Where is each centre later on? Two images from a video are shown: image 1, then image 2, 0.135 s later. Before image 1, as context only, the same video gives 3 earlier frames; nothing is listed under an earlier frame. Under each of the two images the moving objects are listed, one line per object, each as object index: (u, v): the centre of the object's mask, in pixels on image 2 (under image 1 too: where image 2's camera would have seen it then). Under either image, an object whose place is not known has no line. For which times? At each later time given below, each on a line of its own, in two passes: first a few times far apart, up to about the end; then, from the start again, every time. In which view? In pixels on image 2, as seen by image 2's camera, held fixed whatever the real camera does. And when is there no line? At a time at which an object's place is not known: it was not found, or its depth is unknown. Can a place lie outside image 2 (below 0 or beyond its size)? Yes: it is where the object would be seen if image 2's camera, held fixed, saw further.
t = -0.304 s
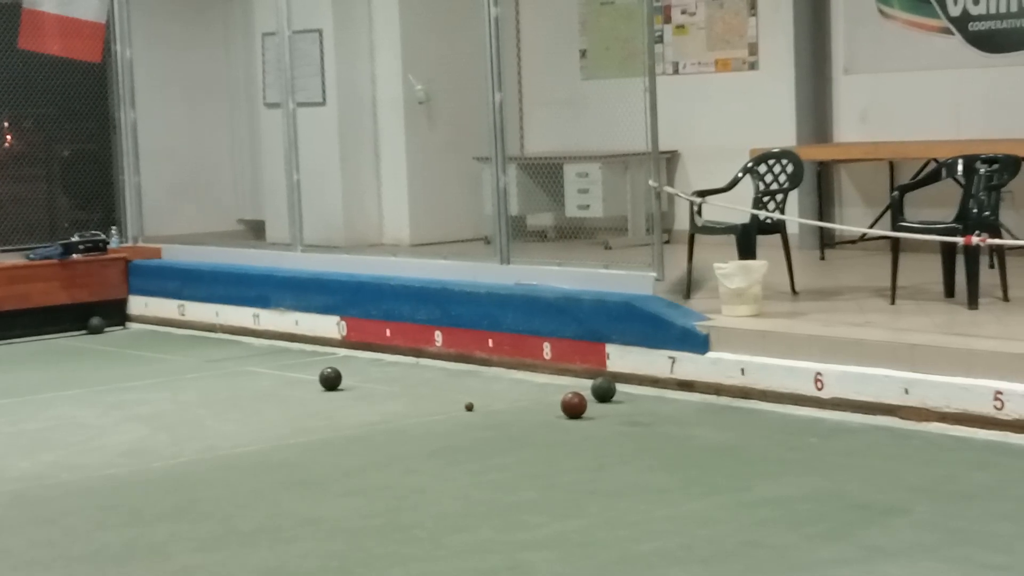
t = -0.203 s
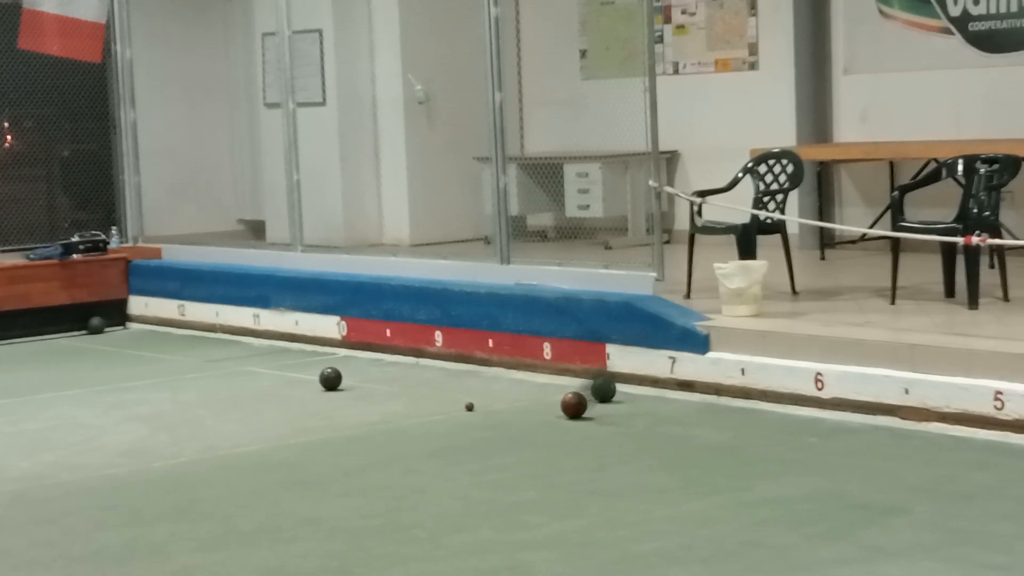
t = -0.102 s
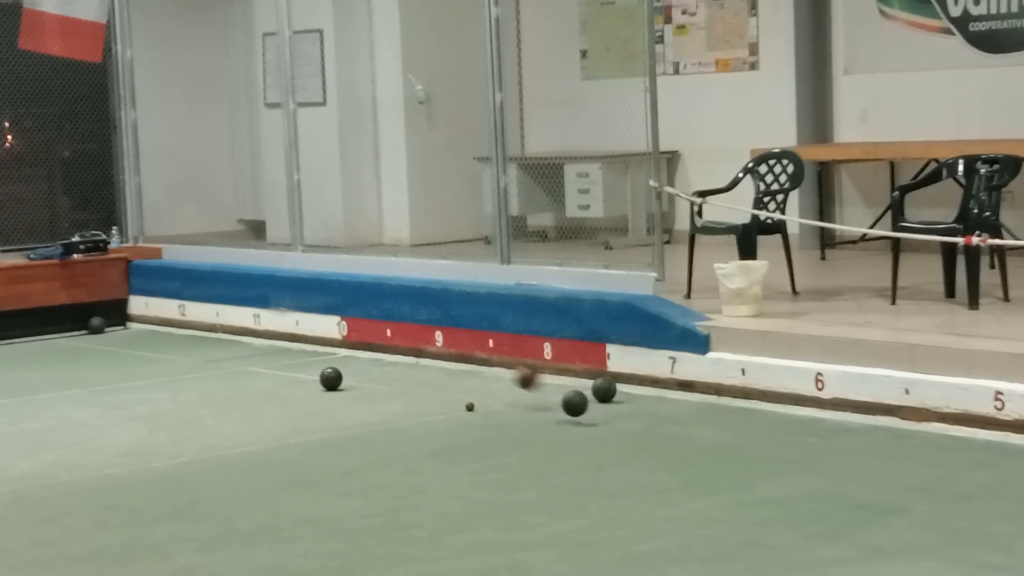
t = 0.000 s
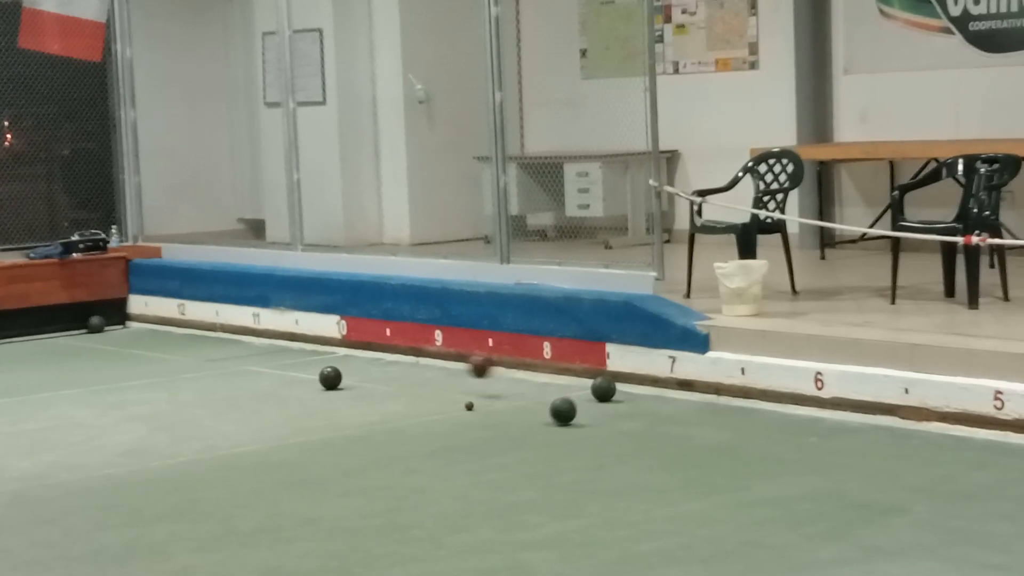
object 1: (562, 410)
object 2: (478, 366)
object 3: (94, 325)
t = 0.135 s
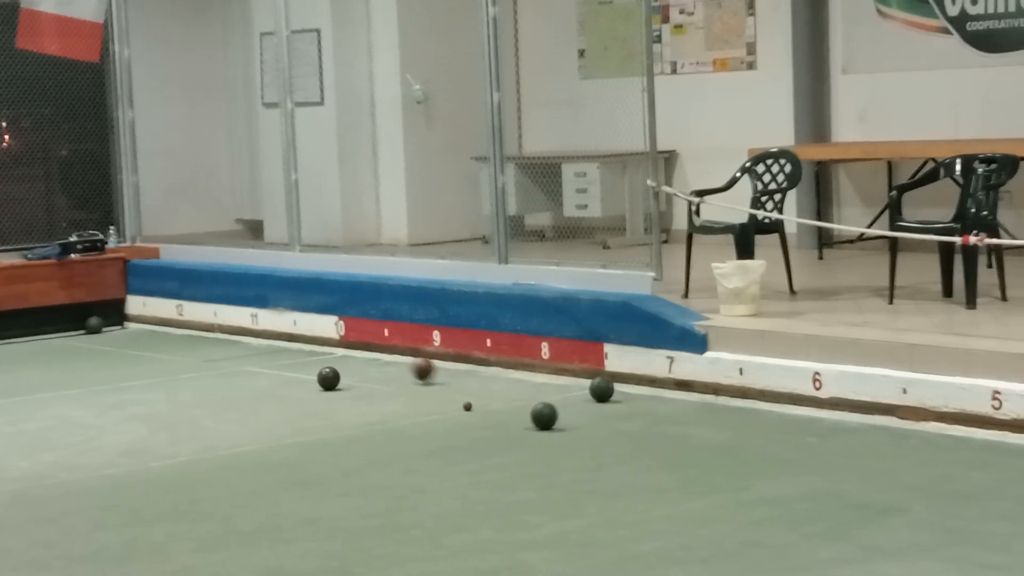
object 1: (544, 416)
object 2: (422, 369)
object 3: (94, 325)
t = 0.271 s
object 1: (527, 420)
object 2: (377, 363)
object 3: (94, 325)
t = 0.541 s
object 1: (494, 426)
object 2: (293, 346)
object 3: (94, 325)
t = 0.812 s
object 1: (461, 434)
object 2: (211, 336)
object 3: (94, 325)
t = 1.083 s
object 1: (427, 441)
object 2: (120, 323)
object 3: (94, 325)
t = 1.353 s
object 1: (393, 448)
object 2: (90, 326)
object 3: (65, 328)
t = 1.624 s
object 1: (359, 455)
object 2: (61, 329)
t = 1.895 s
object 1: (325, 462)
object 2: (30, 332)
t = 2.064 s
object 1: (303, 466)
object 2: (11, 334)
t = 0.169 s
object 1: (540, 417)
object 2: (411, 367)
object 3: (94, 325)
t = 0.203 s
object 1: (536, 418)
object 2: (399, 365)
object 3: (94, 325)
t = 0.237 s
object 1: (532, 419)
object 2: (388, 365)
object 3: (94, 325)
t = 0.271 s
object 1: (527, 420)
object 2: (377, 363)
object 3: (94, 325)
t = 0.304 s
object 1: (523, 420)
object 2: (366, 361)
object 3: (94, 325)
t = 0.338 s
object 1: (519, 421)
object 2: (354, 358)
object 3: (94, 325)
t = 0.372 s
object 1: (515, 422)
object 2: (344, 356)
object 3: (94, 325)
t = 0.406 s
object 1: (511, 422)
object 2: (332, 354)
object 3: (94, 325)
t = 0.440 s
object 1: (506, 423)
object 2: (322, 352)
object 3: (94, 325)
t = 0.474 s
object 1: (502, 425)
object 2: (312, 350)
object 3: (94, 325)
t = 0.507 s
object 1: (498, 425)
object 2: (302, 348)
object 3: (94, 325)
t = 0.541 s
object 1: (494, 426)
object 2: (293, 346)
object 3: (94, 325)
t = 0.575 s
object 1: (490, 427)
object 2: (283, 344)
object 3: (94, 325)
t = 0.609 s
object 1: (486, 428)
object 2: (274, 343)
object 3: (94, 325)
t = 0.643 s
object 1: (481, 429)
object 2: (265, 341)
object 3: (94, 325)
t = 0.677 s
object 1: (477, 430)
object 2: (256, 339)
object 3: (94, 325)
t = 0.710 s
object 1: (473, 431)
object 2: (248, 337)
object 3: (94, 325)
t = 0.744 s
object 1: (469, 432)
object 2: (238, 336)
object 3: (94, 325)
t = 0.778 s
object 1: (465, 433)
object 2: (224, 337)
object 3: (94, 325)
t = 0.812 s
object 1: (461, 434)
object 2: (211, 336)
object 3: (94, 325)
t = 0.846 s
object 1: (456, 435)
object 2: (198, 334)
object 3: (94, 325)
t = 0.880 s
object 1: (452, 435)
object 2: (186, 333)
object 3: (94, 325)
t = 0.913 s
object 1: (447, 436)
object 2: (175, 331)
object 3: (94, 325)
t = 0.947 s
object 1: (443, 437)
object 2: (164, 330)
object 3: (94, 325)
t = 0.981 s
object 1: (439, 438)
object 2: (151, 328)
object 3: (94, 325)
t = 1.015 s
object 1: (435, 439)
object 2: (140, 328)
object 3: (94, 325)
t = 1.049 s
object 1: (431, 440)
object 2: (130, 326)
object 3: (94, 325)
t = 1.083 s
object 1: (427, 441)
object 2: (120, 323)
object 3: (94, 325)
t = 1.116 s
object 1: (422, 442)
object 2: (112, 322)
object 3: (92, 325)
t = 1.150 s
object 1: (418, 443)
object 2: (115, 320)
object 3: (88, 326)
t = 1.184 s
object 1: (413, 443)
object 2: (119, 320)
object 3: (83, 326)
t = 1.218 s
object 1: (409, 444)
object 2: (113, 321)
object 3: (79, 326)
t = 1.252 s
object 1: (405, 445)
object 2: (106, 323)
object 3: (76, 327)
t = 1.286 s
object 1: (400, 446)
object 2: (100, 324)
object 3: (72, 328)
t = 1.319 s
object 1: (397, 447)
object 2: (95, 325)
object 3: (68, 328)
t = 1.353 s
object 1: (393, 448)
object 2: (90, 326)
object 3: (65, 328)
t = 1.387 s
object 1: (388, 449)
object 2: (86, 326)
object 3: (61, 329)
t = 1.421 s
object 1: (384, 450)
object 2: (81, 327)
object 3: (57, 330)
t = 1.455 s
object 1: (380, 451)
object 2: (78, 327)
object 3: (54, 330)
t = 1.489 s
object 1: (376, 452)
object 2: (74, 327)
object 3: (50, 330)
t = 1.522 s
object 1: (372, 453)
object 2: (71, 327)
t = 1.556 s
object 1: (368, 453)
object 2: (67, 328)
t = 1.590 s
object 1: (364, 455)
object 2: (63, 329)
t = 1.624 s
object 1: (359, 455)
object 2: (61, 329)
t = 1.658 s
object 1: (355, 456)
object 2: (57, 329)
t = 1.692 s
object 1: (351, 457)
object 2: (52, 330)
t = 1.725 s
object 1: (346, 458)
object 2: (49, 330)
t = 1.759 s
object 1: (342, 458)
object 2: (45, 331)
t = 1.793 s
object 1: (338, 459)
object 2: (41, 331)
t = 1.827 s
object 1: (334, 460)
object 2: (38, 331)
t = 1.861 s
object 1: (329, 461)
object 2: (34, 332)
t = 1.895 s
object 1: (325, 462)
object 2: (30, 332)
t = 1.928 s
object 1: (321, 463)
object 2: (26, 333)
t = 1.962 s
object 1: (316, 464)
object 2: (22, 333)
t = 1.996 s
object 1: (312, 464)
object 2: (18, 334)
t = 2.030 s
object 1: (308, 465)
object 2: (14, 334)
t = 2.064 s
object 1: (303, 466)
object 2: (11, 334)
